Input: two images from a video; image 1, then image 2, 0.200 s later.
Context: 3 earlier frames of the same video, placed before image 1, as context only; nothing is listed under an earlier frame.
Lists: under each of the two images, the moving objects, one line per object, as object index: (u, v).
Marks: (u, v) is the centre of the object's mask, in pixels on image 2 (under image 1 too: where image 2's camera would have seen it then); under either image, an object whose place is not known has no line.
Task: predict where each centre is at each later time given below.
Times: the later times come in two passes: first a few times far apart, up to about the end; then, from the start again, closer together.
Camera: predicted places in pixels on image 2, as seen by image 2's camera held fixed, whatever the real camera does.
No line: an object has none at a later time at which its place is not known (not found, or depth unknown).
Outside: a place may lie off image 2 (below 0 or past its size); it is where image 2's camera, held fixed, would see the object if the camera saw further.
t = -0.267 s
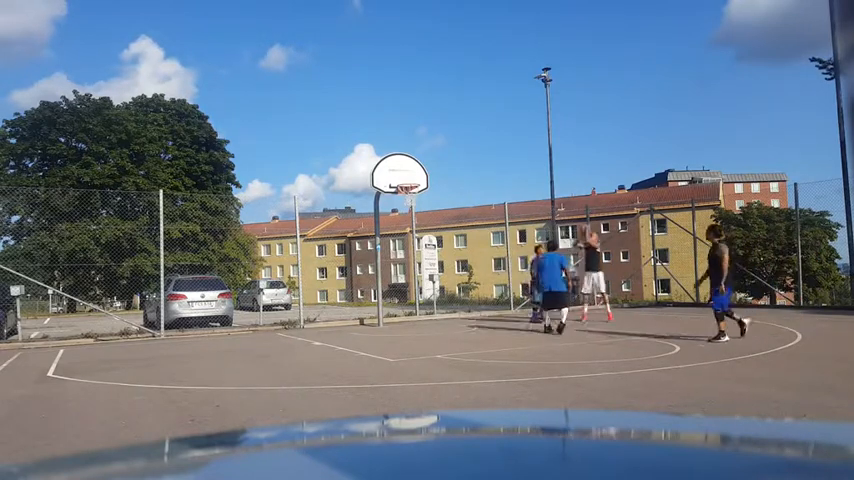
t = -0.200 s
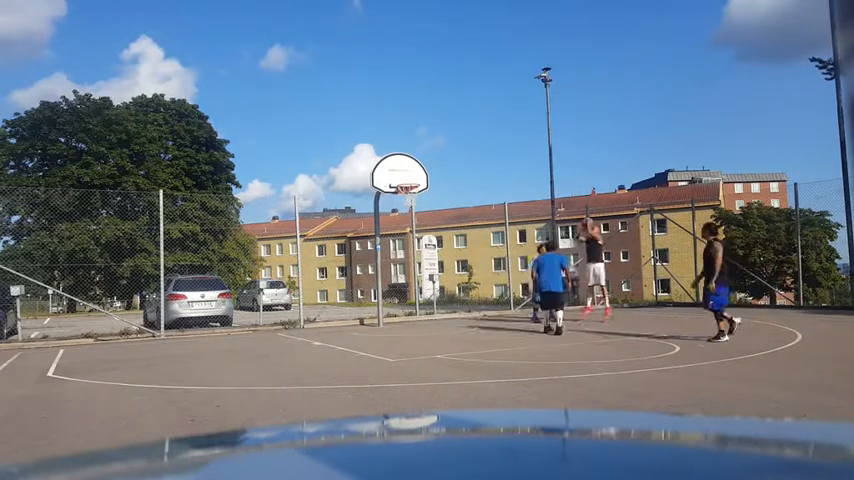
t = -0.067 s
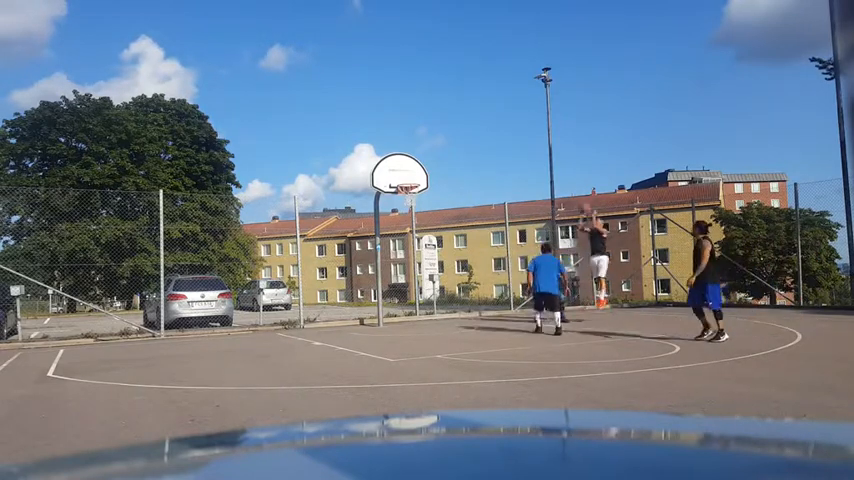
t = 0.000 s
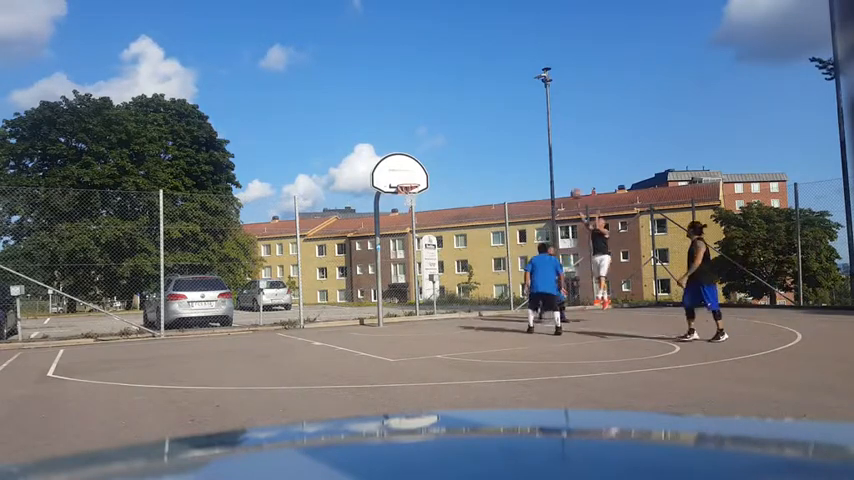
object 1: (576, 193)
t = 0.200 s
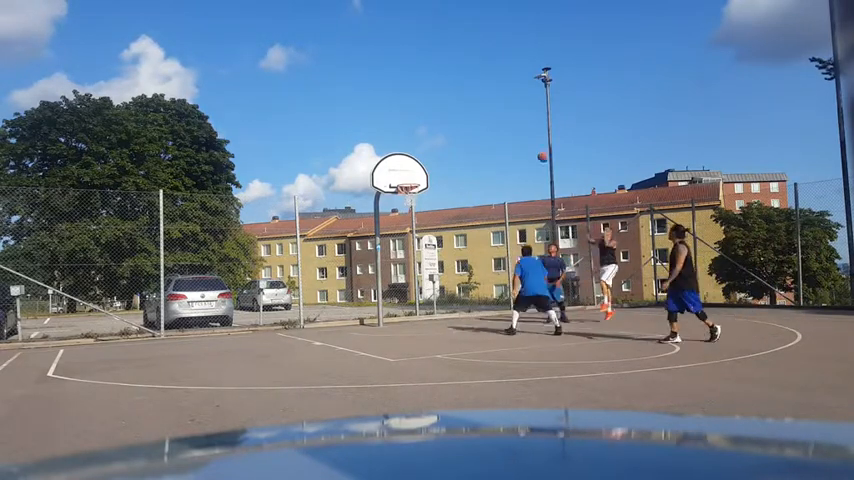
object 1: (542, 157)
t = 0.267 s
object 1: (531, 149)
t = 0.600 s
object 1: (477, 135)
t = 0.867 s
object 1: (435, 160)
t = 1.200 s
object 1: (388, 164)
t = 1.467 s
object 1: (355, 175)
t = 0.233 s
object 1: (537, 152)
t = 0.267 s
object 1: (531, 149)
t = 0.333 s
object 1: (521, 142)
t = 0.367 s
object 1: (515, 139)
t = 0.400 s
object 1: (510, 137)
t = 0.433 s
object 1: (504, 136)
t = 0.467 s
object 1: (499, 135)
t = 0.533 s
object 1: (488, 134)
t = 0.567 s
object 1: (483, 134)
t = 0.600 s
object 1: (477, 135)
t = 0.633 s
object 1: (472, 136)
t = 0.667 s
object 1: (467, 138)
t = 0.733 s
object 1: (456, 144)
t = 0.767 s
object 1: (450, 147)
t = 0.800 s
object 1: (445, 151)
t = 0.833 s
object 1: (440, 156)
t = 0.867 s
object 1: (435, 160)
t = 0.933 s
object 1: (423, 172)
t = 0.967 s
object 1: (419, 179)
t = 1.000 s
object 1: (415, 178)
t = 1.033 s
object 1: (410, 174)
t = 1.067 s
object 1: (406, 171)
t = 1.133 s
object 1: (397, 167)
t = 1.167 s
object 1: (393, 165)
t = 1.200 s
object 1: (388, 164)
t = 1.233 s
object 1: (385, 164)
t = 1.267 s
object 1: (380, 164)
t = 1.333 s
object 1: (371, 166)
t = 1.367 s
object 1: (368, 167)
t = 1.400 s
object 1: (363, 170)
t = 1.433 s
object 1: (359, 172)
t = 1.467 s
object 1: (355, 175)
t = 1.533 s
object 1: (346, 185)
